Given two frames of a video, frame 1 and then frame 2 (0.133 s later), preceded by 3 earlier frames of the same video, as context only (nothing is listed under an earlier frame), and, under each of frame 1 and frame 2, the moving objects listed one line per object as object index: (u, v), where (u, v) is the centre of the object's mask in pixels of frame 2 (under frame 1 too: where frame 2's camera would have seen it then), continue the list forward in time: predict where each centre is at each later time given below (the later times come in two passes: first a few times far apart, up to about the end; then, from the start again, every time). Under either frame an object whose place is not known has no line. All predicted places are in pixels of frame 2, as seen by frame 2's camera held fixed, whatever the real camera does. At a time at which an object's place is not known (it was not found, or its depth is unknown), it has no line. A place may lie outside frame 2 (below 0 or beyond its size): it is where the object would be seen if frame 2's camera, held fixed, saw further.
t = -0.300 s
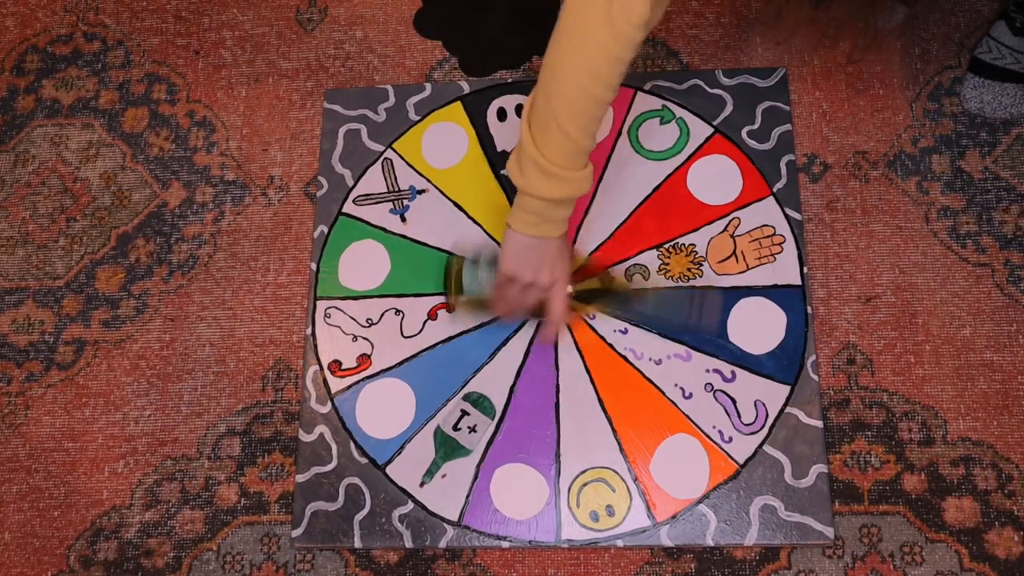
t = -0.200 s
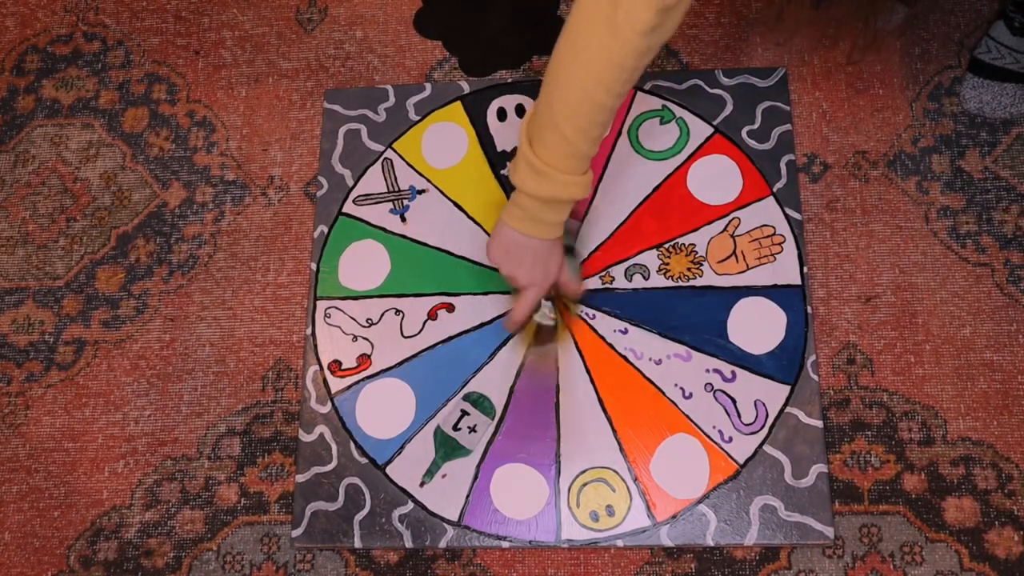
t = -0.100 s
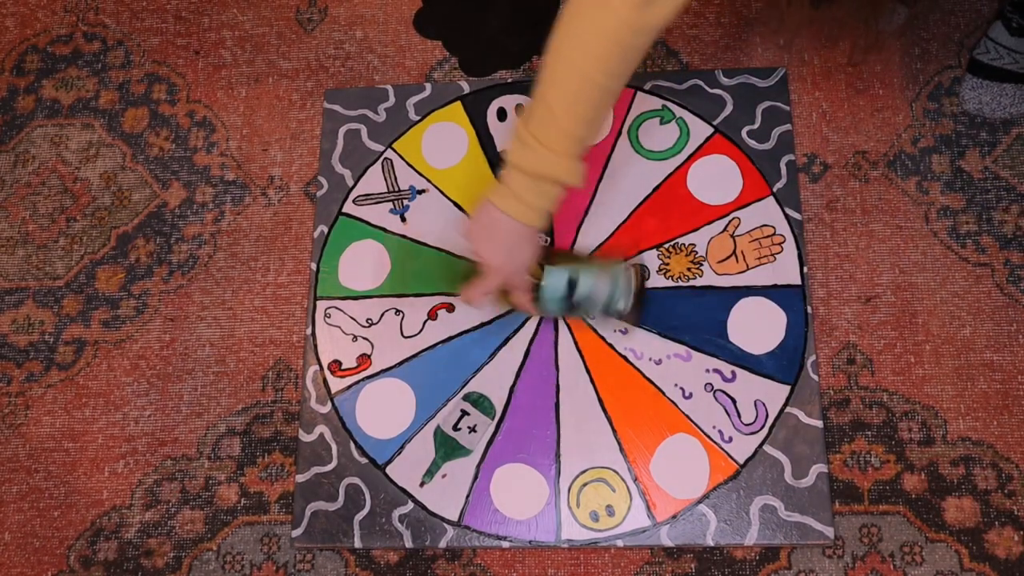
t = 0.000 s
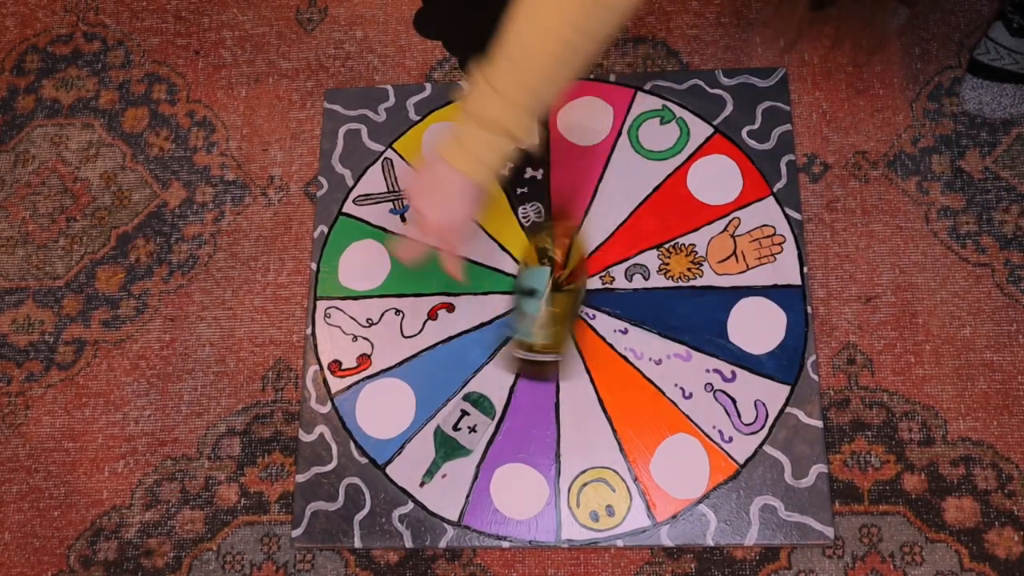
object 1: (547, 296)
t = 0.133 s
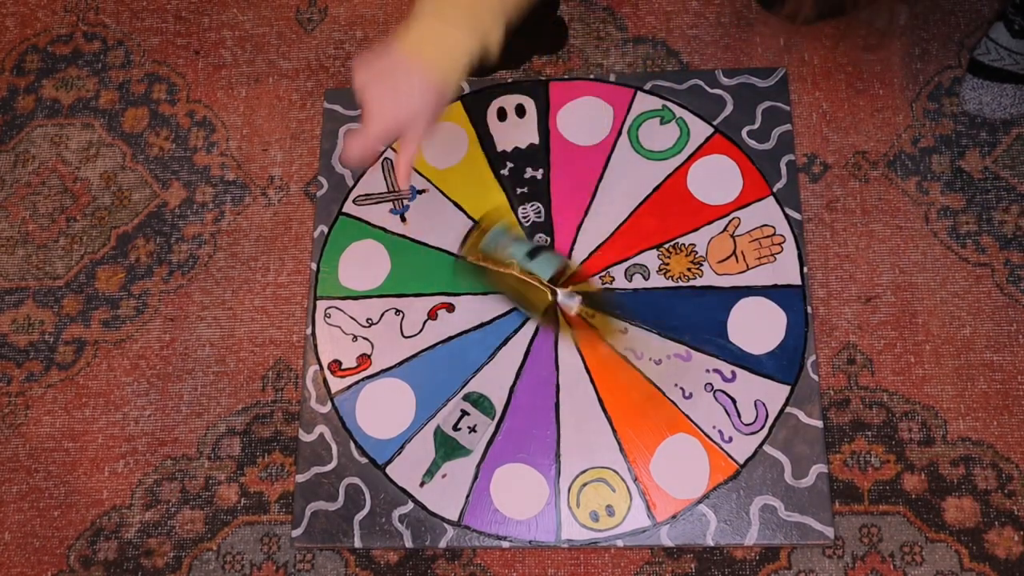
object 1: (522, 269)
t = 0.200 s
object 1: (548, 268)
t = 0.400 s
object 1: (546, 293)
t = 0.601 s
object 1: (530, 240)
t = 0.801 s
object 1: (562, 285)
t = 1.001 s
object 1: (531, 276)
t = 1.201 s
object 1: (569, 271)
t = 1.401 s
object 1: (563, 317)
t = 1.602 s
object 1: (556, 299)
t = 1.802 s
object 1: (574, 297)
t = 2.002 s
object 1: (578, 319)
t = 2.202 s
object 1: (560, 314)
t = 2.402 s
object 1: (561, 299)
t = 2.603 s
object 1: (578, 304)
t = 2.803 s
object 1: (565, 308)
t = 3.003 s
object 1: (573, 310)
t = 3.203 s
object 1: (569, 316)
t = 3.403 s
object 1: (588, 319)
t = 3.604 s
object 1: (572, 320)
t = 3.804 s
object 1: (566, 327)
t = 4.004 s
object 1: (567, 325)
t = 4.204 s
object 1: (569, 325)
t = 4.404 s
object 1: (572, 328)
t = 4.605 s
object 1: (572, 326)
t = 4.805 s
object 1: (574, 289)
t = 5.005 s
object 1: (587, 300)
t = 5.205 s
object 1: (594, 309)
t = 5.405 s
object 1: (601, 320)
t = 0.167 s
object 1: (535, 263)
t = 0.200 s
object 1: (548, 268)
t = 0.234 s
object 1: (561, 263)
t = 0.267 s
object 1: (560, 278)
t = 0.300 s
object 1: (562, 285)
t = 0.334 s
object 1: (577, 299)
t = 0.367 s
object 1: (563, 304)
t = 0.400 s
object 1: (546, 293)
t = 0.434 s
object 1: (540, 292)
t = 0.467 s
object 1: (522, 298)
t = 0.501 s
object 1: (530, 283)
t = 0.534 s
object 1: (536, 275)
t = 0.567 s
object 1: (533, 263)
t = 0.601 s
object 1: (530, 240)
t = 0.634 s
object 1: (548, 253)
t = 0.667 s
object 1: (557, 258)
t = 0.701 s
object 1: (560, 266)
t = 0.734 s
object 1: (560, 273)
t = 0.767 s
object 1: (563, 279)
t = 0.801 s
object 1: (562, 285)
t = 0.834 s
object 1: (551, 278)
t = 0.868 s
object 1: (551, 290)
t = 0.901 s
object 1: (545, 291)
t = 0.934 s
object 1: (545, 283)
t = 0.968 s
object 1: (543, 279)
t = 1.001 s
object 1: (531, 276)
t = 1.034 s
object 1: (534, 268)
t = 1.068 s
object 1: (544, 266)
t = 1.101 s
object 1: (547, 258)
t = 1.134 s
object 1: (554, 258)
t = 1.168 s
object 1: (563, 265)
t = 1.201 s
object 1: (569, 271)
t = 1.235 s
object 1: (570, 281)
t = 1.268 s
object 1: (574, 288)
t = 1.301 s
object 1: (576, 295)
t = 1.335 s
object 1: (575, 303)
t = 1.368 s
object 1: (571, 313)
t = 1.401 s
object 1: (563, 317)
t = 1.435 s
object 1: (559, 312)
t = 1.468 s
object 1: (554, 312)
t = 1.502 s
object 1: (555, 306)
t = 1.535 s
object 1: (557, 302)
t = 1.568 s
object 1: (559, 301)
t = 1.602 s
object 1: (556, 299)
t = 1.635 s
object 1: (555, 296)
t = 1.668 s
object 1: (557, 292)
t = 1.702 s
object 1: (562, 292)
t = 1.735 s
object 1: (566, 296)
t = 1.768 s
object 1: (571, 294)
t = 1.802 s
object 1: (574, 297)
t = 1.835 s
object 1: (574, 302)
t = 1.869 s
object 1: (566, 307)
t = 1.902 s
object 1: (576, 308)
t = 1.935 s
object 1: (554, 304)
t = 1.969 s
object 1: (580, 315)
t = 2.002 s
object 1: (578, 319)
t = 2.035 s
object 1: (562, 292)
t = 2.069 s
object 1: (565, 300)
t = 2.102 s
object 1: (565, 324)
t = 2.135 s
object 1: (569, 307)
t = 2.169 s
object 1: (560, 317)
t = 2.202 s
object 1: (560, 314)
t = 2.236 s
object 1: (561, 311)
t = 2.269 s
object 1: (582, 308)
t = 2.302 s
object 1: (584, 311)
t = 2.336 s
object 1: (564, 307)
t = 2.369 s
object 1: (572, 311)
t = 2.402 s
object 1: (561, 299)
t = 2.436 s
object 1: (573, 319)
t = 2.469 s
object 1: (569, 305)
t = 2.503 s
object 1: (570, 309)
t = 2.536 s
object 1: (569, 318)
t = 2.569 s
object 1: (566, 322)
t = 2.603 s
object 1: (578, 304)
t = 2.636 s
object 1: (570, 314)
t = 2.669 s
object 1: (568, 315)
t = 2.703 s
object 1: (569, 313)
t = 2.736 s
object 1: (577, 310)
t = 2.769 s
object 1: (567, 310)
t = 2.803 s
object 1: (565, 308)
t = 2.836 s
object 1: (576, 311)
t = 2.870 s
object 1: (581, 315)
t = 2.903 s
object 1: (574, 310)
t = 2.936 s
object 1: (576, 314)
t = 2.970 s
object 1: (571, 305)
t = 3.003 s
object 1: (573, 310)
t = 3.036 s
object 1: (574, 310)
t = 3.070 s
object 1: (575, 313)
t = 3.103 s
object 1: (575, 313)
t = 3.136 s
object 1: (579, 307)
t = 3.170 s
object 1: (582, 305)
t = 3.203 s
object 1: (569, 316)
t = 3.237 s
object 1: (578, 311)
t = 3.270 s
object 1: (572, 314)
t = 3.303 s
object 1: (586, 312)
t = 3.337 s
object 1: (589, 315)
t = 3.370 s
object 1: (589, 317)
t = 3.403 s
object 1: (588, 319)
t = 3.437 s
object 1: (585, 320)
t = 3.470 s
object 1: (580, 320)
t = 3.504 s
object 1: (578, 321)
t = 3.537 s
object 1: (579, 326)
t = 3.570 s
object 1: (577, 327)
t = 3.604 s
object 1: (572, 320)
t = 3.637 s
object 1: (571, 321)
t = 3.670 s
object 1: (570, 320)
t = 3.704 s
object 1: (569, 325)
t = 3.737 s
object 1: (568, 327)
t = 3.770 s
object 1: (566, 327)
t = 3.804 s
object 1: (566, 327)
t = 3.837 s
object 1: (566, 325)
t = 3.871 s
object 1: (566, 325)
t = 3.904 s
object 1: (565, 326)
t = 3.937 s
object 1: (565, 326)
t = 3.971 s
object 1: (566, 325)
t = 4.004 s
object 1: (567, 325)
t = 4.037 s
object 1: (566, 325)
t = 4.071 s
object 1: (565, 325)
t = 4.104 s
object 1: (569, 324)
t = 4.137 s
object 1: (569, 324)
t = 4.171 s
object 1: (570, 324)
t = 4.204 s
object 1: (569, 325)
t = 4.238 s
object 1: (568, 325)
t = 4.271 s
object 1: (569, 325)
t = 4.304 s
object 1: (568, 325)
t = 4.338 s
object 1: (570, 327)
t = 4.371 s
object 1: (572, 328)
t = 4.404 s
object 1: (572, 328)
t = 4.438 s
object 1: (572, 328)
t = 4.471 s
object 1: (571, 327)
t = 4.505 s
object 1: (572, 328)
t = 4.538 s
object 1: (573, 329)
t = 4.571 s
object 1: (573, 327)
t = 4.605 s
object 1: (572, 326)
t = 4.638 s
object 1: (572, 327)
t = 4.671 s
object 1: (572, 327)
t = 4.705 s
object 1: (573, 327)
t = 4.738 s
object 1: (573, 328)
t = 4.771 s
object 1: (573, 328)
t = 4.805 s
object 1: (574, 289)
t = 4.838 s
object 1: (578, 289)
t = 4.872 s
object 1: (579, 292)
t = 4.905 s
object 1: (578, 302)
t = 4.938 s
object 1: (582, 299)
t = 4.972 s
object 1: (584, 300)
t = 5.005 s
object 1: (587, 300)
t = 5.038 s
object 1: (589, 301)
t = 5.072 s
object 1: (589, 304)
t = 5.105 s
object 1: (591, 304)
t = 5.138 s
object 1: (592, 306)
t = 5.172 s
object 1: (593, 308)
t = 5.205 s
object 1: (594, 309)
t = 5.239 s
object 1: (595, 311)
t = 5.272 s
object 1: (597, 313)
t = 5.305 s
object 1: (596, 316)
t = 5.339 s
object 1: (598, 317)
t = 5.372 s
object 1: (600, 319)
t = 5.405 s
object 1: (601, 320)
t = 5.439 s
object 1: (604, 321)
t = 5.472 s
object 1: (607, 321)
